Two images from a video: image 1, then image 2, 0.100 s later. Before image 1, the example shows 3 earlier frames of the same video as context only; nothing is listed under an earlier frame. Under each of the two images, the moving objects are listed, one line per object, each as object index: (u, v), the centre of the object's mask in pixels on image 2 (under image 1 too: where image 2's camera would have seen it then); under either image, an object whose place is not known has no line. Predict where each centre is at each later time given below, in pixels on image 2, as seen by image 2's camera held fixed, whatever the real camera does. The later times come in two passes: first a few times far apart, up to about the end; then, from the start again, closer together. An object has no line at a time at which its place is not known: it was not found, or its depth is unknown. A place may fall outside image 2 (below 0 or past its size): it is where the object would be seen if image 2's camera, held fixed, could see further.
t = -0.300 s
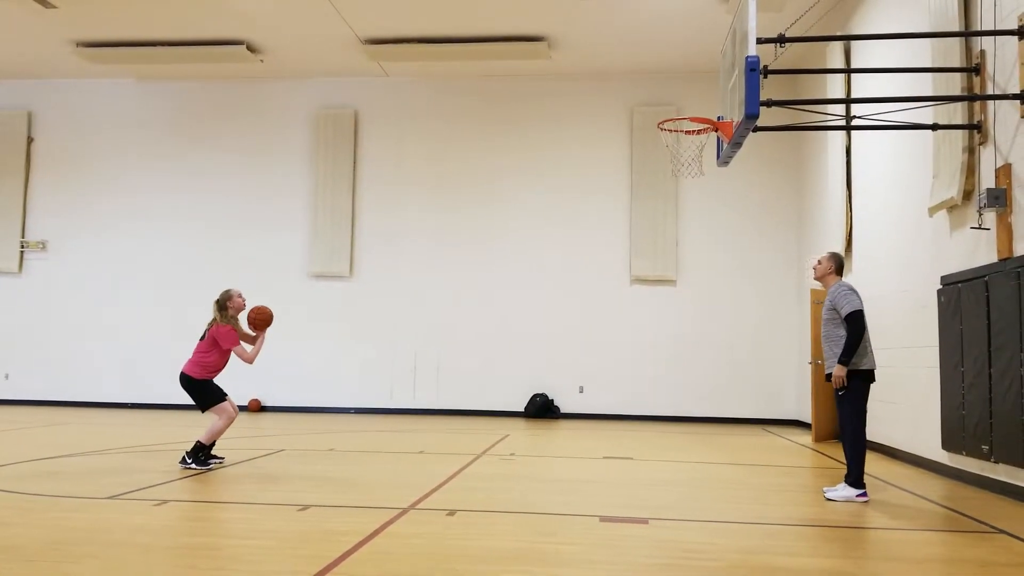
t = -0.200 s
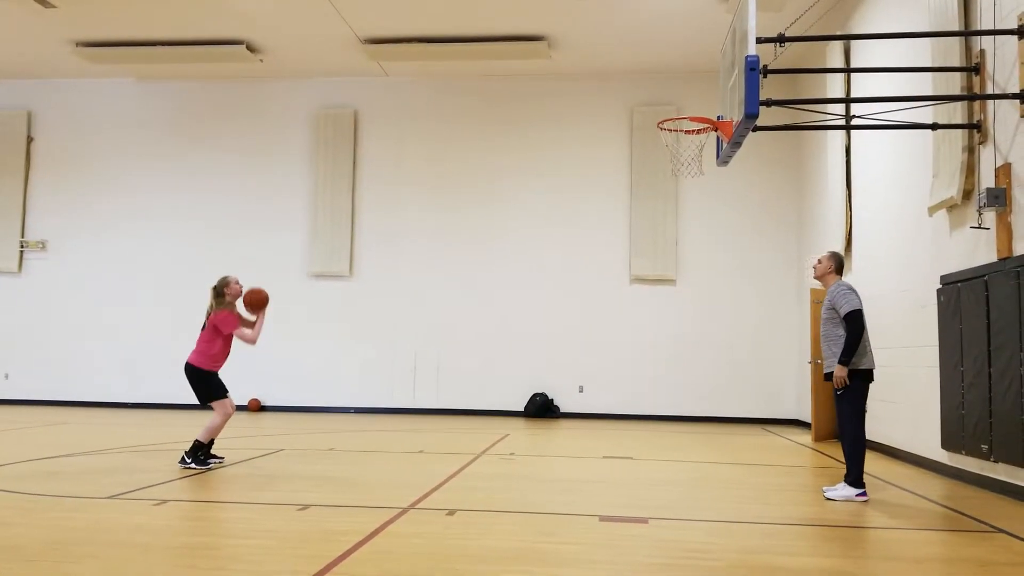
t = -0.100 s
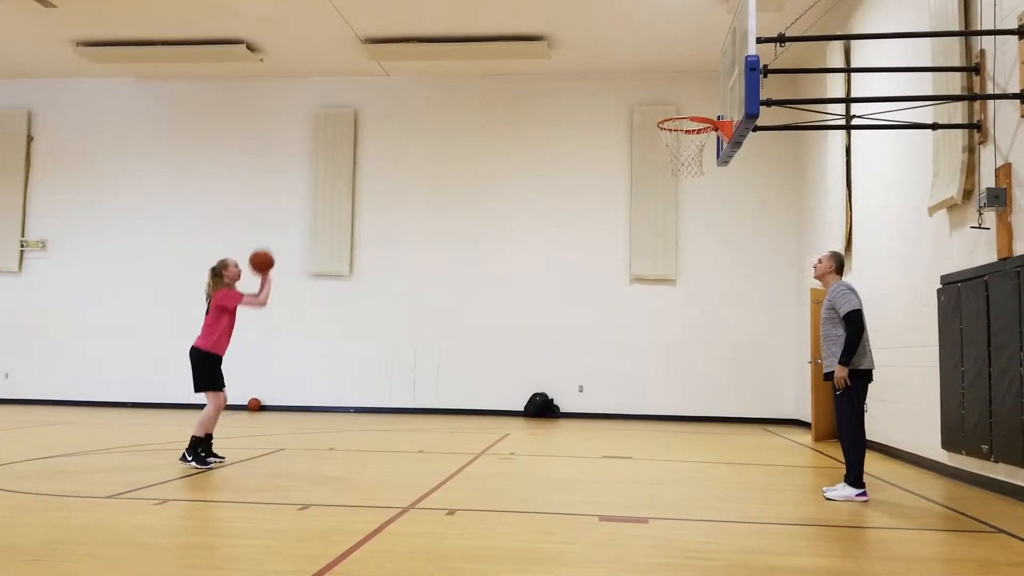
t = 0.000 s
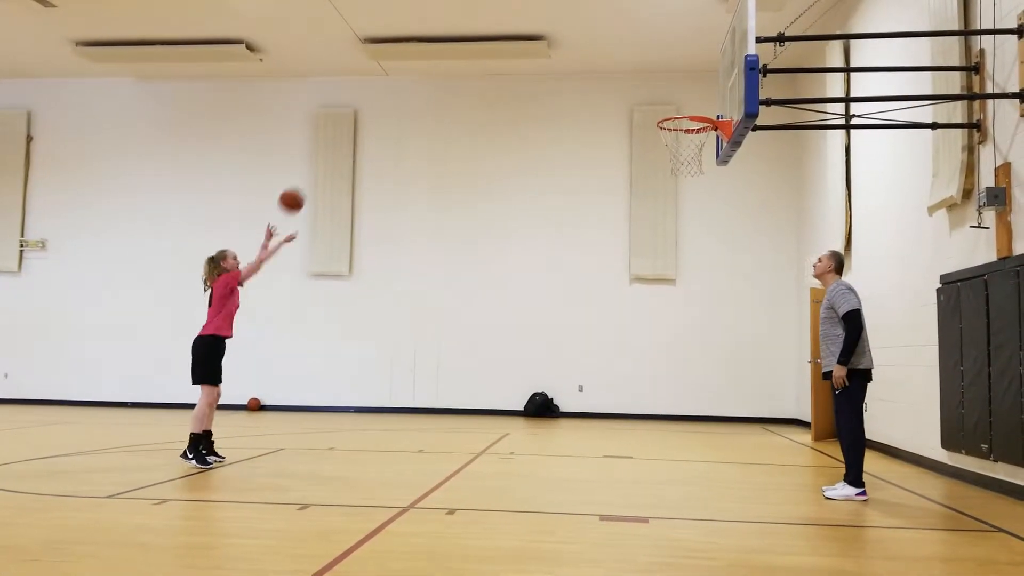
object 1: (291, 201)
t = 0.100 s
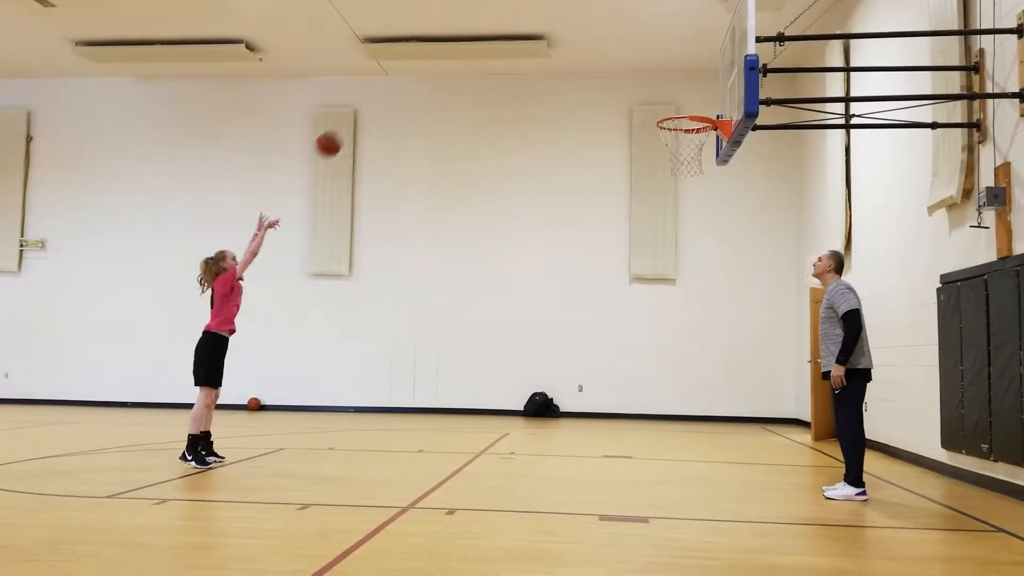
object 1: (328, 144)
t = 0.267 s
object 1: (389, 72)
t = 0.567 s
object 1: (498, 12)
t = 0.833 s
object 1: (597, 36)
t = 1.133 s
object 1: (707, 154)
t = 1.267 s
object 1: (729, 199)
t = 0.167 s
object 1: (353, 112)
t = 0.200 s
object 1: (365, 98)
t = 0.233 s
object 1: (377, 84)
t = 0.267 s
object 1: (389, 72)
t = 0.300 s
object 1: (402, 61)
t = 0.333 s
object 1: (413, 51)
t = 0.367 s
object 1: (426, 42)
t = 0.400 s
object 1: (437, 34)
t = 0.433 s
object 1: (450, 27)
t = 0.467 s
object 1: (461, 21)
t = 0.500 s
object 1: (474, 17)
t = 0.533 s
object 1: (486, 13)
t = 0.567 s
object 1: (498, 12)
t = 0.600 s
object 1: (510, 11)
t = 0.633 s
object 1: (522, 11)
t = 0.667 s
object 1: (534, 12)
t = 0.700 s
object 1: (547, 13)
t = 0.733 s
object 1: (559, 17)
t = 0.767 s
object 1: (571, 22)
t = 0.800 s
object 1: (584, 28)
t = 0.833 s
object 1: (597, 36)
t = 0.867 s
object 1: (609, 44)
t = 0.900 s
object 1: (622, 54)
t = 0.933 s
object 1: (635, 66)
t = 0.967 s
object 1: (647, 78)
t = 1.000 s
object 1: (660, 92)
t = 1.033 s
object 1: (672, 106)
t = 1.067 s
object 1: (685, 123)
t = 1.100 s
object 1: (698, 141)
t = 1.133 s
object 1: (707, 154)
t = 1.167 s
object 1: (713, 164)
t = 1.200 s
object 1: (718, 175)
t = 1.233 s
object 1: (724, 186)
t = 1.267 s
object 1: (729, 199)
